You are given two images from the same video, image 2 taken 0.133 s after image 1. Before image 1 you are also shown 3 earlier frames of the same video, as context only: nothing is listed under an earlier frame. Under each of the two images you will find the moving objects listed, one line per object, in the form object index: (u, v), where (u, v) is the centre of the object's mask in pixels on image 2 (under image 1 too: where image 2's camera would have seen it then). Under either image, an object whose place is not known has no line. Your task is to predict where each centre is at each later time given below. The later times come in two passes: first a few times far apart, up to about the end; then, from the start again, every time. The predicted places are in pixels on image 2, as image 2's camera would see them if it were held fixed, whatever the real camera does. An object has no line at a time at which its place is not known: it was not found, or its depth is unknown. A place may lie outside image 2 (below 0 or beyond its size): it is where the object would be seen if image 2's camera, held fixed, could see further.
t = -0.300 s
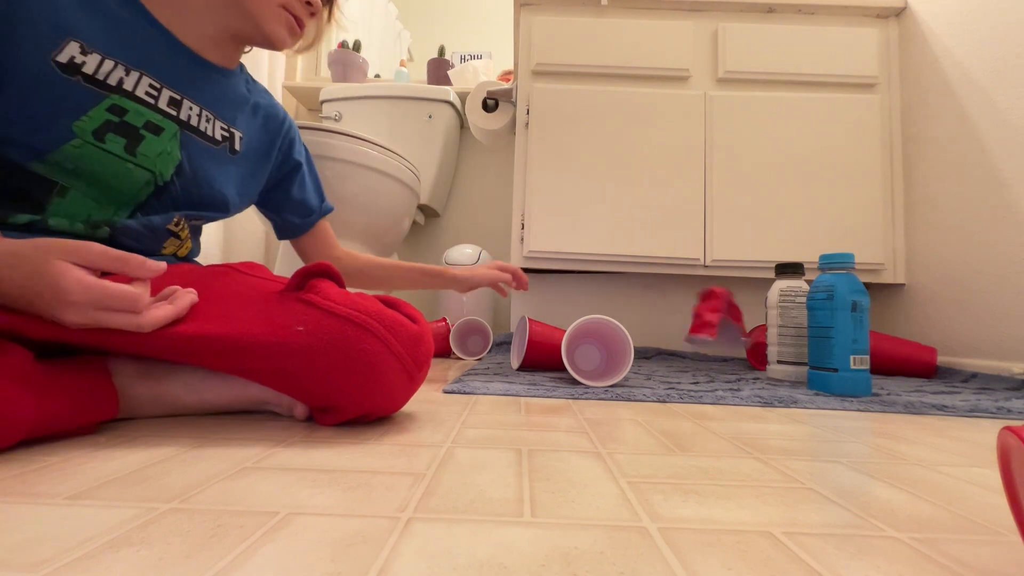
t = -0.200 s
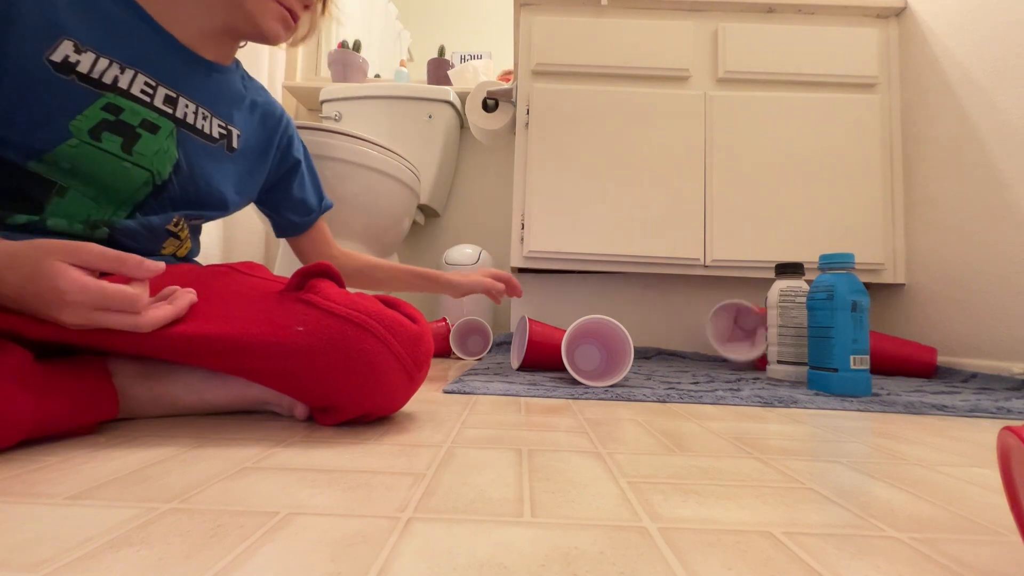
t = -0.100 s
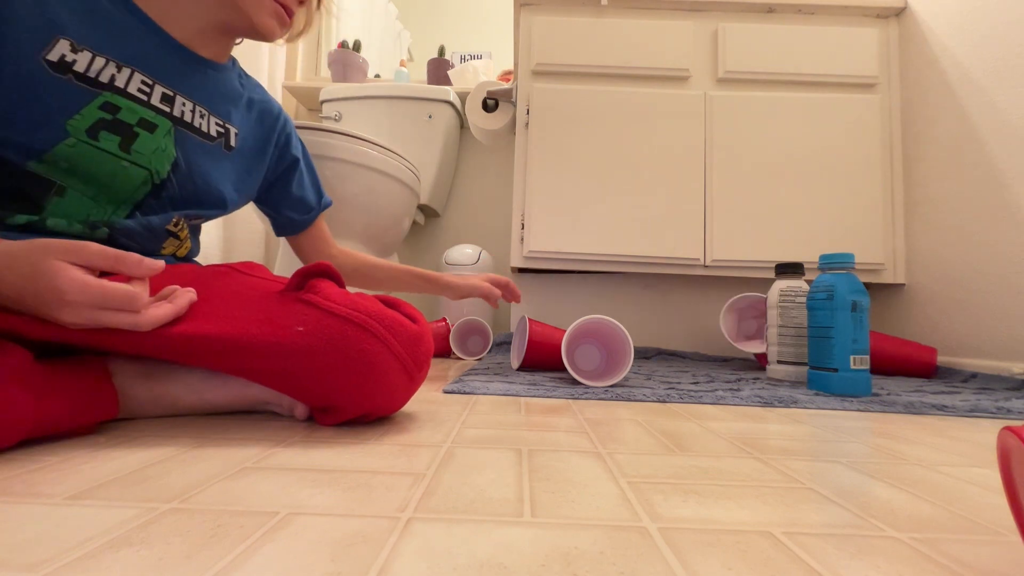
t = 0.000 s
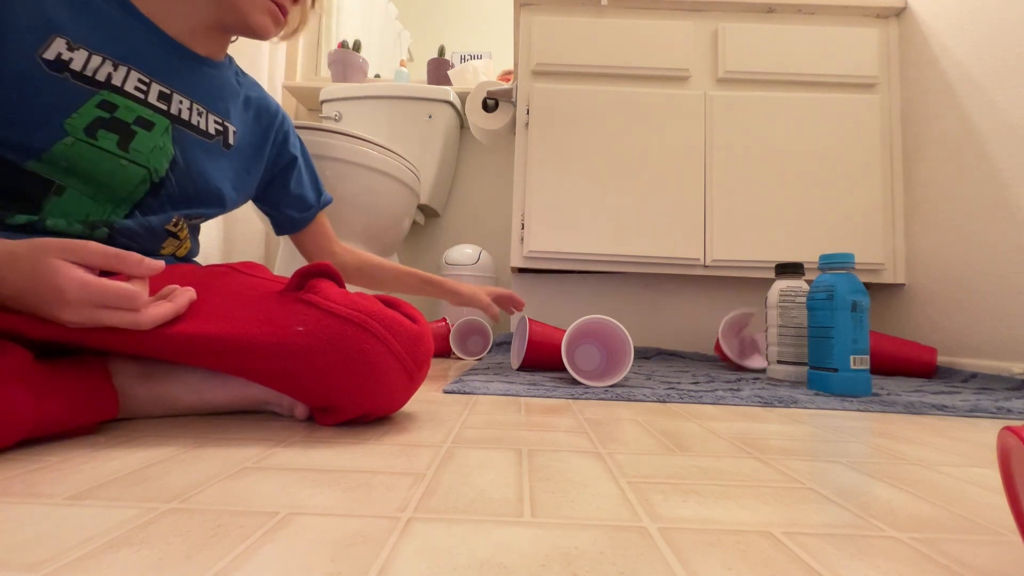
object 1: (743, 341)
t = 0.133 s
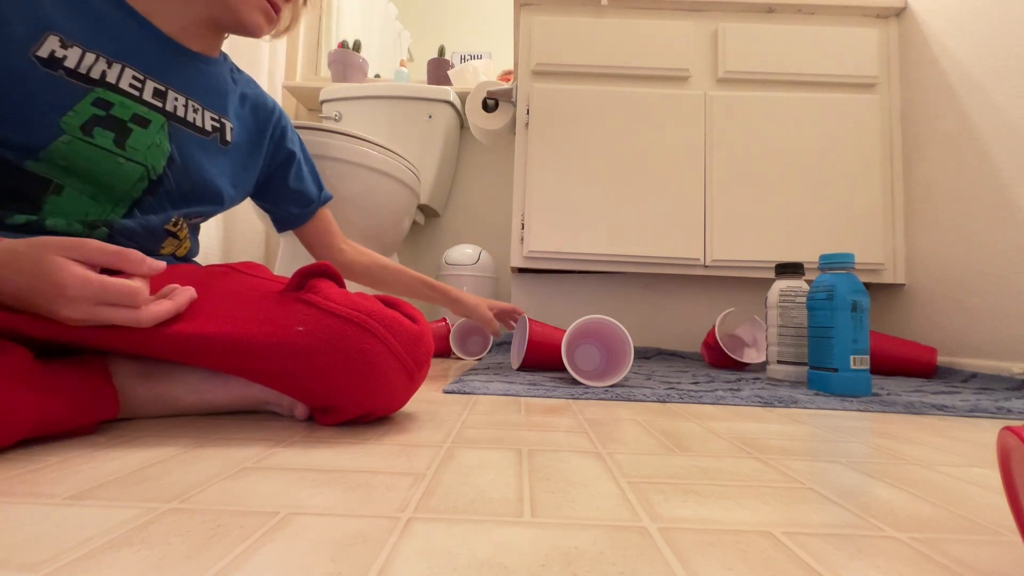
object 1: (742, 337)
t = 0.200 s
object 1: (740, 341)
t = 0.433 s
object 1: (742, 345)
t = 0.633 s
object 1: (742, 345)
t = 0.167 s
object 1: (740, 337)
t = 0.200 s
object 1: (740, 341)
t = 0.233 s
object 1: (741, 345)
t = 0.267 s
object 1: (741, 344)
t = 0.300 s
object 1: (740, 345)
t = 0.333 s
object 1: (740, 345)
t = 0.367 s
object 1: (740, 345)
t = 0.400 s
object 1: (741, 345)
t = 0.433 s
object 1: (742, 345)
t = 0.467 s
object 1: (742, 345)
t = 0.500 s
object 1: (742, 344)
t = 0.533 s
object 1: (742, 345)
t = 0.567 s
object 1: (742, 345)
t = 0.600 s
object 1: (741, 345)
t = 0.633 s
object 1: (742, 345)
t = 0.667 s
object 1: (742, 345)
